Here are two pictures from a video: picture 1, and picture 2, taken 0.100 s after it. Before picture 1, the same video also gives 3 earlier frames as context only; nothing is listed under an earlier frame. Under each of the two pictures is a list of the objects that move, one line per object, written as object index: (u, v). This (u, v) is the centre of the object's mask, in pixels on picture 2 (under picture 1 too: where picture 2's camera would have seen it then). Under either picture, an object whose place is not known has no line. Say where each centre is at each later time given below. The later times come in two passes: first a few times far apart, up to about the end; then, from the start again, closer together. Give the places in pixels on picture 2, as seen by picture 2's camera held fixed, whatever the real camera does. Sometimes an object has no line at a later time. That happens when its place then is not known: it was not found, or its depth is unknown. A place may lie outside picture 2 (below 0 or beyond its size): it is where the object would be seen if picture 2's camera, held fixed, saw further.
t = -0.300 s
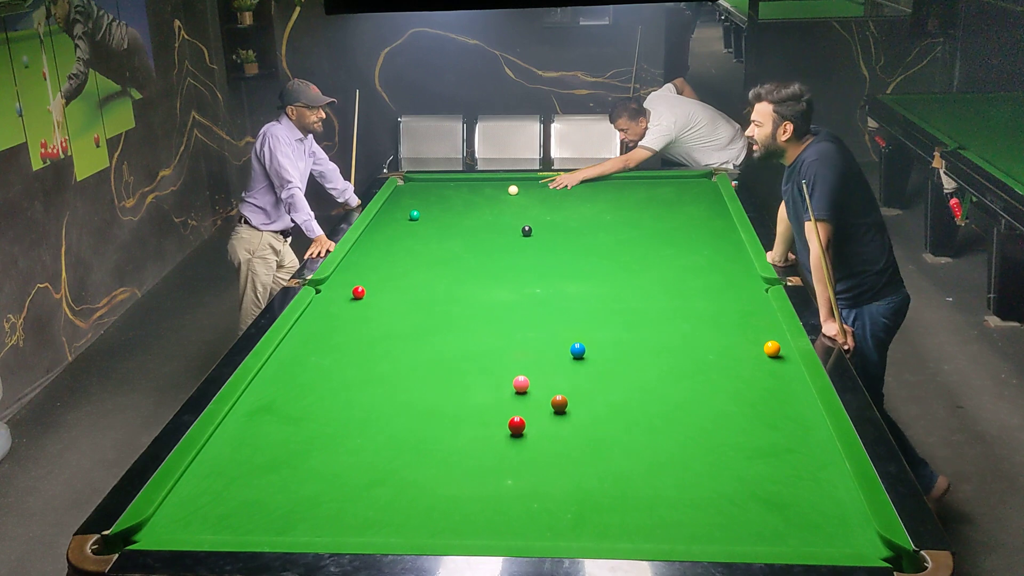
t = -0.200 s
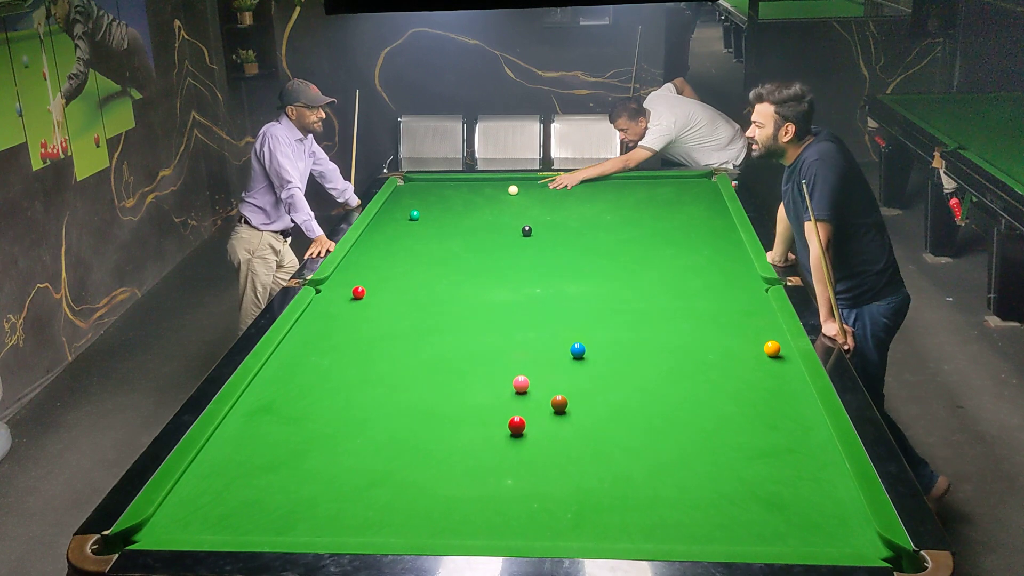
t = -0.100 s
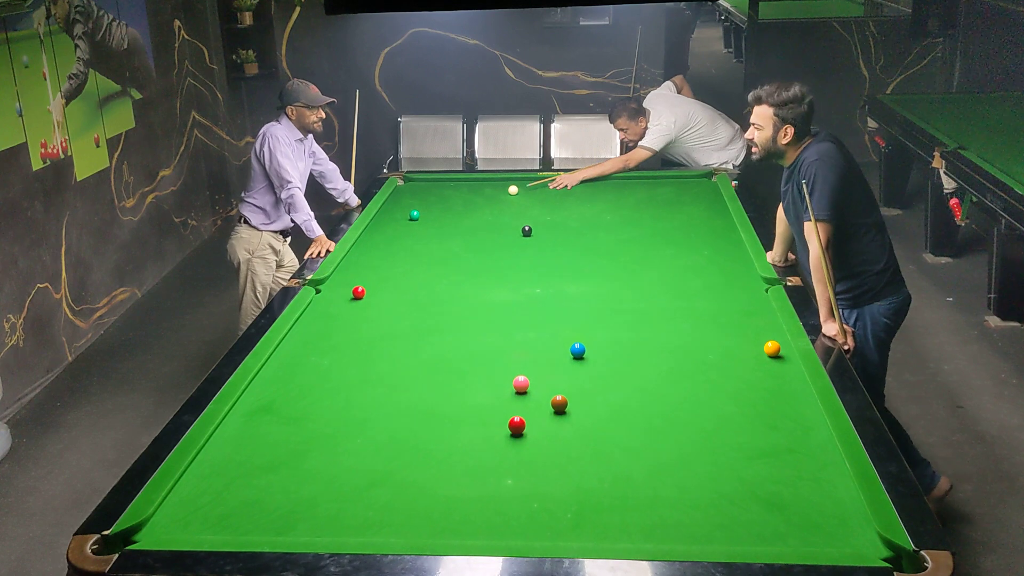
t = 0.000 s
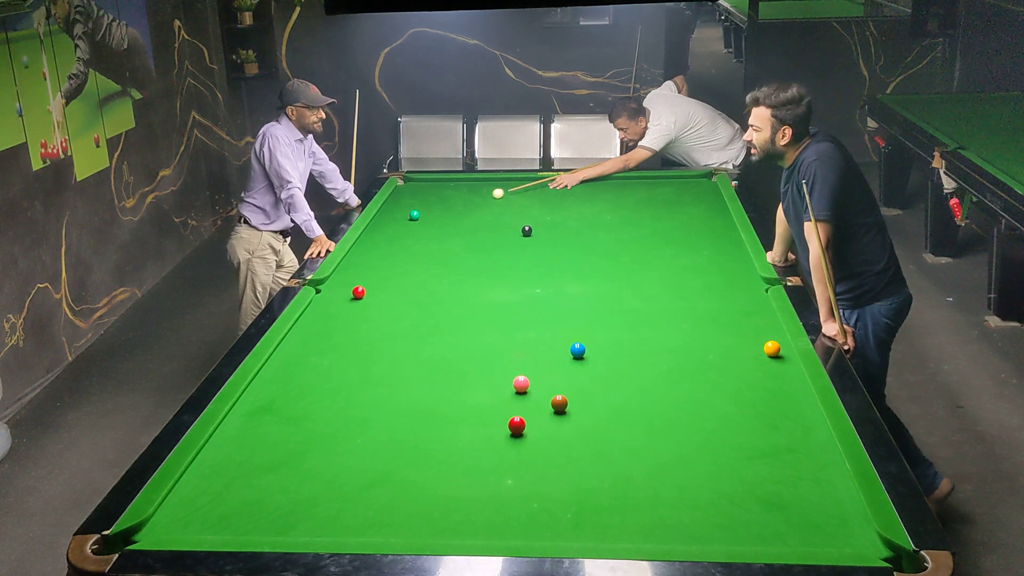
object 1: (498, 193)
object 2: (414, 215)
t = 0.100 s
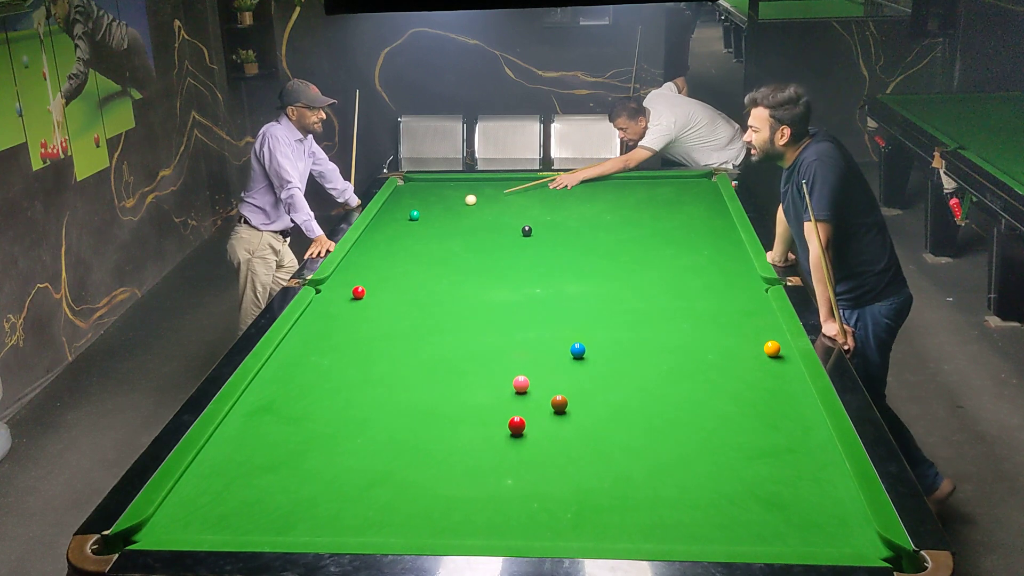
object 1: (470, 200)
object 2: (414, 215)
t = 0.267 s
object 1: (426, 210)
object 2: (414, 215)
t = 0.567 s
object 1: (393, 214)
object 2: (397, 230)
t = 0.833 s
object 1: (427, 217)
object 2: (381, 243)
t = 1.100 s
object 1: (461, 219)
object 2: (365, 258)
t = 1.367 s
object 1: (493, 220)
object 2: (348, 273)
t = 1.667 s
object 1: (529, 222)
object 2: (328, 290)
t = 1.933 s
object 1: (560, 225)
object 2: (315, 306)
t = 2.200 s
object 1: (590, 227)
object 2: (306, 321)
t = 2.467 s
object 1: (618, 228)
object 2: (298, 337)
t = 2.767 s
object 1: (650, 230)
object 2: (289, 356)
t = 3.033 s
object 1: (676, 232)
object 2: (280, 373)
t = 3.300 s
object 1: (701, 234)
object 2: (271, 390)
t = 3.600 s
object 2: (261, 409)
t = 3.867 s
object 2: (252, 426)
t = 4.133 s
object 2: (244, 443)
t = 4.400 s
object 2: (235, 460)
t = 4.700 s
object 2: (224, 479)
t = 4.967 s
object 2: (216, 494)
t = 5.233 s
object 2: (207, 510)
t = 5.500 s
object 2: (199, 524)
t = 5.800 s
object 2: (196, 528)
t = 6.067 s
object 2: (201, 523)
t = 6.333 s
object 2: (205, 518)
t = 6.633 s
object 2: (206, 514)
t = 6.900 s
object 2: (207, 513)
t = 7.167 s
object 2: (207, 513)
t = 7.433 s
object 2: (207, 513)
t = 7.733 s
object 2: (207, 513)
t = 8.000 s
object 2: (207, 513)
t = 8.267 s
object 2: (207, 513)
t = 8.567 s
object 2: (207, 513)
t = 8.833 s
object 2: (207, 513)
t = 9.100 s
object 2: (207, 513)
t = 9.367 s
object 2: (207, 513)
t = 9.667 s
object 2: (207, 513)
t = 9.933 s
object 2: (207, 512)
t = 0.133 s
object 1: (462, 202)
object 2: (414, 215)
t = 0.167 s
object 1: (453, 204)
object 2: (414, 215)
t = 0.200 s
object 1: (444, 206)
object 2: (414, 215)
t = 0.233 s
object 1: (436, 208)
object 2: (414, 215)
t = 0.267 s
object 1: (426, 210)
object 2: (414, 215)
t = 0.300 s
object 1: (419, 211)
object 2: (414, 215)
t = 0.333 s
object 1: (410, 210)
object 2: (412, 217)
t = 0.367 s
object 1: (403, 212)
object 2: (409, 220)
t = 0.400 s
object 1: (397, 213)
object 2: (407, 221)
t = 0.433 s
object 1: (390, 213)
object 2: (405, 223)
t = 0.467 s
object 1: (382, 213)
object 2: (403, 225)
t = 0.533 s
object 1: (388, 214)
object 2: (399, 228)
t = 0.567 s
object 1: (393, 214)
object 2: (397, 230)
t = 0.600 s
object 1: (397, 215)
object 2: (395, 231)
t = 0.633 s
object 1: (402, 215)
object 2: (393, 233)
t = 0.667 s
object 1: (406, 215)
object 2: (391, 235)
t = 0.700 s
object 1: (410, 216)
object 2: (389, 237)
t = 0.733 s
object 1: (415, 216)
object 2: (387, 238)
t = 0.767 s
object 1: (419, 216)
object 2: (385, 240)
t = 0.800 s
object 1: (423, 216)
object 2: (383, 242)
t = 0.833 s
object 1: (427, 217)
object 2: (381, 243)
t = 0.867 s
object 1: (432, 217)
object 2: (379, 245)
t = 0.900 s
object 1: (436, 217)
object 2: (377, 247)
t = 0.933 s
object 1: (440, 217)
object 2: (375, 249)
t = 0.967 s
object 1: (444, 218)
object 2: (373, 250)
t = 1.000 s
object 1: (448, 218)
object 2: (371, 252)
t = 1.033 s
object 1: (453, 218)
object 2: (369, 254)
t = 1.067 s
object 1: (457, 218)
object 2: (367, 256)
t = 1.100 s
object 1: (461, 219)
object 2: (365, 258)
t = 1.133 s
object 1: (465, 219)
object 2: (363, 259)
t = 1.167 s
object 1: (469, 219)
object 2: (361, 261)
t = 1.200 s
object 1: (473, 219)
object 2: (359, 263)
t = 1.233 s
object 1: (477, 220)
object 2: (356, 265)
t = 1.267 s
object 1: (481, 220)
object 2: (354, 267)
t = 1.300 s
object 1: (485, 220)
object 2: (352, 269)
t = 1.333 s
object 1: (490, 220)
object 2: (350, 271)
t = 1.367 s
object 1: (493, 220)
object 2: (348, 273)
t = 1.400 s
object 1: (497, 221)
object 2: (346, 274)
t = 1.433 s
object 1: (502, 221)
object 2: (343, 276)
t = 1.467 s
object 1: (505, 221)
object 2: (341, 278)
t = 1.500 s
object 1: (510, 221)
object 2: (339, 280)
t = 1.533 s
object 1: (513, 222)
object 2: (337, 282)
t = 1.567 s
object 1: (517, 222)
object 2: (334, 284)
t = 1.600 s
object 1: (521, 222)
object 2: (332, 286)
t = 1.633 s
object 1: (525, 222)
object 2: (330, 288)
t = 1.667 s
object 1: (529, 222)
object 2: (328, 290)
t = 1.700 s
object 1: (533, 223)
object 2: (326, 292)
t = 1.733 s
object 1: (537, 223)
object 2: (323, 294)
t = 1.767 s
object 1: (541, 223)
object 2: (321, 296)
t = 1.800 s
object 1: (545, 224)
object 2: (318, 298)
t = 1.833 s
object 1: (548, 224)
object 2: (318, 300)
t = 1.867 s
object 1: (552, 224)
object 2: (317, 302)
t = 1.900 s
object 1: (556, 224)
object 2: (316, 304)
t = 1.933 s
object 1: (560, 225)
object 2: (315, 306)
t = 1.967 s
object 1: (564, 225)
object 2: (314, 308)
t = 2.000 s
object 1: (567, 225)
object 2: (313, 310)
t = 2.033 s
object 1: (571, 225)
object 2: (312, 311)
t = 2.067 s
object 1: (575, 226)
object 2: (310, 314)
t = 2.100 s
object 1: (578, 226)
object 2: (309, 315)
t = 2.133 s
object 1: (582, 226)
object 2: (309, 317)
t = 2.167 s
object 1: (586, 226)
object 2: (308, 319)
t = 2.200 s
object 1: (590, 227)
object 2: (306, 321)
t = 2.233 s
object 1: (593, 227)
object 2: (306, 323)
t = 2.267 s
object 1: (597, 227)
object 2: (305, 325)
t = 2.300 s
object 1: (600, 227)
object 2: (304, 327)
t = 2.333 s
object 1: (604, 228)
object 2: (302, 330)
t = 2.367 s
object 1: (608, 228)
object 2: (301, 331)
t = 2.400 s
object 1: (611, 228)
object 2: (300, 333)
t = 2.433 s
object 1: (615, 228)
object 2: (299, 335)
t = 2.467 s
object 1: (618, 228)
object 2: (298, 337)
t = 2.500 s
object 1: (622, 229)
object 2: (297, 340)
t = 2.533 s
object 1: (625, 229)
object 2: (296, 342)
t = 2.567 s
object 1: (629, 229)
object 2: (295, 344)
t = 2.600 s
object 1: (632, 229)
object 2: (294, 346)
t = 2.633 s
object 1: (636, 229)
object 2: (293, 348)
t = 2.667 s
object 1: (639, 230)
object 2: (292, 350)
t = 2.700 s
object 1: (643, 230)
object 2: (291, 352)
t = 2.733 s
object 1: (646, 230)
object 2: (290, 354)
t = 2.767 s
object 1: (650, 230)
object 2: (289, 356)
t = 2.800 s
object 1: (653, 231)
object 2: (288, 358)
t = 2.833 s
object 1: (656, 231)
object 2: (287, 360)
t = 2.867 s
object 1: (660, 231)
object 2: (286, 362)
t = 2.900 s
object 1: (663, 231)
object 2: (284, 364)
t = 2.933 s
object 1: (666, 231)
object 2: (283, 367)
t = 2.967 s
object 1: (669, 232)
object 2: (282, 369)
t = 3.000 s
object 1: (673, 232)
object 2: (281, 371)
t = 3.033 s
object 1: (676, 232)
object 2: (280, 373)
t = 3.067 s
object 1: (679, 232)
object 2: (279, 375)
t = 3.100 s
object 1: (682, 232)
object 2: (278, 377)
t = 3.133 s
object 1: (686, 233)
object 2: (277, 379)
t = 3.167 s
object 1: (689, 233)
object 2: (276, 381)
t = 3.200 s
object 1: (692, 233)
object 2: (275, 384)
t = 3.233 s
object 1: (695, 233)
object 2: (273, 386)
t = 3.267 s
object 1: (698, 233)
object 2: (272, 388)
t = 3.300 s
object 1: (701, 234)
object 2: (271, 390)
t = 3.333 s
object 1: (704, 234)
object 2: (270, 392)
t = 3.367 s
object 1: (707, 234)
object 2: (269, 394)
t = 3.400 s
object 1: (710, 234)
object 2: (268, 397)
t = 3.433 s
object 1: (713, 234)
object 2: (267, 399)
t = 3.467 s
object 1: (716, 234)
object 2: (266, 401)
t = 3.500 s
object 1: (719, 235)
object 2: (265, 403)
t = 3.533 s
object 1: (722, 235)
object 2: (264, 405)
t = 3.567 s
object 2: (262, 407)
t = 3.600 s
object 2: (261, 409)
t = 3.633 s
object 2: (260, 411)
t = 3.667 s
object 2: (259, 413)
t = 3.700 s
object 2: (258, 416)
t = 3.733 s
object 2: (257, 418)
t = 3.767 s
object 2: (256, 420)
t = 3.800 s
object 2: (255, 422)
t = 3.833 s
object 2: (254, 424)
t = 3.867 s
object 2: (252, 426)
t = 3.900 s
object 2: (252, 428)
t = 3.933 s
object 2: (250, 430)
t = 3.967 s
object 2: (249, 432)
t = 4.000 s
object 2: (248, 434)
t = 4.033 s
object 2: (247, 437)
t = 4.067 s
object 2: (246, 439)
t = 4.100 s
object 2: (245, 441)
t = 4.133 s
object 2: (244, 443)
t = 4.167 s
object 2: (243, 445)
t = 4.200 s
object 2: (242, 447)
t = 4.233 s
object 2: (240, 449)
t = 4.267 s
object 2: (239, 452)
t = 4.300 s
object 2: (238, 454)
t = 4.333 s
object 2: (237, 456)
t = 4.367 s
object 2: (236, 458)
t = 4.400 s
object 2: (235, 460)
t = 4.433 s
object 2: (233, 462)
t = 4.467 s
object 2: (232, 464)
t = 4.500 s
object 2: (231, 466)
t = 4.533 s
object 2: (230, 469)
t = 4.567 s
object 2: (229, 471)
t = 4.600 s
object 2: (228, 473)
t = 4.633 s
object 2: (227, 475)
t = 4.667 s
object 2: (226, 477)
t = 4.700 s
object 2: (224, 479)
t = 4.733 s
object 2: (223, 481)
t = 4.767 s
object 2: (222, 483)
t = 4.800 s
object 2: (221, 485)
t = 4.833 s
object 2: (220, 487)
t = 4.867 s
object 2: (219, 488)
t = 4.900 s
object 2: (218, 490)
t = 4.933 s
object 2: (217, 493)
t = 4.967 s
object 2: (216, 494)
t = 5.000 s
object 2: (215, 496)
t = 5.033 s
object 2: (213, 498)
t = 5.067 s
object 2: (212, 500)
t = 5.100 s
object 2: (211, 502)
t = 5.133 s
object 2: (210, 504)
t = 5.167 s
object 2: (209, 506)
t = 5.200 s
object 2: (208, 508)
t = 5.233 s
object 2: (207, 510)
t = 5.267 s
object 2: (206, 512)
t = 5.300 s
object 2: (205, 513)
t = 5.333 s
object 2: (204, 516)
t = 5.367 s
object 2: (203, 517)
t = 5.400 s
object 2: (202, 519)
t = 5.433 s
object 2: (201, 521)
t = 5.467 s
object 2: (200, 523)
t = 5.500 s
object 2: (199, 524)
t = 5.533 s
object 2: (197, 525)
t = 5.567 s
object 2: (197, 526)
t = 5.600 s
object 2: (195, 528)
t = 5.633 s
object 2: (195, 528)
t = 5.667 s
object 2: (194, 529)
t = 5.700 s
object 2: (193, 530)
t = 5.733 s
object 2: (194, 529)
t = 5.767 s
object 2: (195, 529)
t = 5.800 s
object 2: (196, 528)
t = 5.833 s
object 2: (197, 527)
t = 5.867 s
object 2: (197, 526)
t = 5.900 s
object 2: (198, 526)
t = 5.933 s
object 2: (198, 525)
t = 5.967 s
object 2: (199, 525)
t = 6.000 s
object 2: (200, 524)
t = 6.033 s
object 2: (200, 524)
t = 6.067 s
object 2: (201, 523)
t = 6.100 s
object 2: (202, 522)
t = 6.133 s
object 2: (202, 522)
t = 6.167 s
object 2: (202, 522)
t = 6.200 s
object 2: (203, 520)
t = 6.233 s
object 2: (204, 520)
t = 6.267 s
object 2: (204, 519)
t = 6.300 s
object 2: (204, 518)
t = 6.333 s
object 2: (205, 518)
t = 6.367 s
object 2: (205, 517)
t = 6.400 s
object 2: (205, 517)
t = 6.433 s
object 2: (205, 516)
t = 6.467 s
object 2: (206, 516)
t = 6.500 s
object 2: (206, 515)
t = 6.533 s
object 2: (206, 515)
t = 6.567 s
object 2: (206, 515)
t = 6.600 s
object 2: (206, 514)
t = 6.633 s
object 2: (206, 514)
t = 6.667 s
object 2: (207, 514)
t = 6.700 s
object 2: (207, 514)
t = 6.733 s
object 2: (207, 513)
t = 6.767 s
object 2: (207, 513)
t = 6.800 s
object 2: (207, 513)
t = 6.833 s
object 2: (207, 513)
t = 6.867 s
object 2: (207, 513)
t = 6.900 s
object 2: (207, 513)
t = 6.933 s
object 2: (207, 513)
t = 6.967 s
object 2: (207, 513)
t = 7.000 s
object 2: (207, 513)
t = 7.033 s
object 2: (207, 513)
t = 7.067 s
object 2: (207, 513)
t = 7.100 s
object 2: (207, 513)
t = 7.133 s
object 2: (207, 513)
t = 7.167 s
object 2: (207, 513)
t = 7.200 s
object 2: (207, 513)
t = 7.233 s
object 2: (207, 513)
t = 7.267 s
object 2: (207, 513)
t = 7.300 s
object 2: (207, 513)
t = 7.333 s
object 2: (207, 513)
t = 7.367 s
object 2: (207, 513)
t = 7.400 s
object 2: (207, 513)
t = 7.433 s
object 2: (207, 513)
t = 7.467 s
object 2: (207, 513)
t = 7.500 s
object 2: (207, 513)
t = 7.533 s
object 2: (207, 513)
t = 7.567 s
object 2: (207, 513)
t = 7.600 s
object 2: (207, 513)
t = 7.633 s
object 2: (207, 513)
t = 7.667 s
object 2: (207, 513)
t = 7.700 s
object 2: (207, 513)
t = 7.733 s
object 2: (207, 513)
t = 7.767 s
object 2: (207, 513)
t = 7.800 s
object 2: (207, 513)
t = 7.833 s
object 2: (207, 513)
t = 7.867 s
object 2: (207, 513)
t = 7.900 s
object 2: (207, 513)
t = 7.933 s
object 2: (207, 513)
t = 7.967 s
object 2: (207, 513)
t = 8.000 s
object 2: (207, 513)
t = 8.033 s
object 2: (207, 513)
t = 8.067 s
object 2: (207, 513)
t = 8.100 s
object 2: (207, 513)
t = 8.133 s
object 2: (207, 513)
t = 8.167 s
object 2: (207, 513)
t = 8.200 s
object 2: (207, 513)
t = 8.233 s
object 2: (207, 513)
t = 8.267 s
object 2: (207, 513)
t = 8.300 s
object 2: (207, 513)
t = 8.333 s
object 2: (207, 513)
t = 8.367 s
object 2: (207, 513)
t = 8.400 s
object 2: (207, 513)
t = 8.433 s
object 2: (207, 513)
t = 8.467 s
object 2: (207, 513)
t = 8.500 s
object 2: (207, 513)
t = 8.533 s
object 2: (207, 513)
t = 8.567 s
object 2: (207, 513)
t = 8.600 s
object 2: (207, 513)
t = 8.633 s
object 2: (207, 513)
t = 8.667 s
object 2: (207, 513)
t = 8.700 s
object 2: (207, 513)
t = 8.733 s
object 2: (207, 513)
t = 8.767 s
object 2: (207, 513)
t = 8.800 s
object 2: (207, 513)
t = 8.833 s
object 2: (207, 513)
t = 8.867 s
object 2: (207, 513)
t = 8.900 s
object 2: (207, 513)
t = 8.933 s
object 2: (207, 513)
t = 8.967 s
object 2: (207, 513)
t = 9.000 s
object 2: (207, 513)
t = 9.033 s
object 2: (207, 513)
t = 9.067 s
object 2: (207, 513)
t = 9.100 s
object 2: (207, 513)
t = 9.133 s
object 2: (207, 513)
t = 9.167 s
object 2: (207, 513)
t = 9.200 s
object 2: (207, 513)
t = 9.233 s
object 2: (207, 513)
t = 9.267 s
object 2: (207, 513)
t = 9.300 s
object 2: (207, 513)
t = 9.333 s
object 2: (207, 513)
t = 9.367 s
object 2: (207, 513)
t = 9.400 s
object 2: (207, 513)
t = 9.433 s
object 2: (207, 513)
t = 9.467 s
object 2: (207, 513)
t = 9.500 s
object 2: (207, 513)
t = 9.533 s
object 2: (207, 513)
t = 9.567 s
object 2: (207, 513)
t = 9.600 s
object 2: (207, 513)
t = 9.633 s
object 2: (207, 513)
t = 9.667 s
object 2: (207, 513)
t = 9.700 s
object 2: (207, 513)
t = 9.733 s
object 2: (207, 513)
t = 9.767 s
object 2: (207, 513)
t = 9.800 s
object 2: (207, 513)
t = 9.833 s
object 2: (207, 513)
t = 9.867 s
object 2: (207, 513)
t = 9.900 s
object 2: (207, 513)
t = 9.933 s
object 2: (207, 512)
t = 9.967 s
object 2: (207, 512)
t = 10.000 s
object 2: (207, 512)
